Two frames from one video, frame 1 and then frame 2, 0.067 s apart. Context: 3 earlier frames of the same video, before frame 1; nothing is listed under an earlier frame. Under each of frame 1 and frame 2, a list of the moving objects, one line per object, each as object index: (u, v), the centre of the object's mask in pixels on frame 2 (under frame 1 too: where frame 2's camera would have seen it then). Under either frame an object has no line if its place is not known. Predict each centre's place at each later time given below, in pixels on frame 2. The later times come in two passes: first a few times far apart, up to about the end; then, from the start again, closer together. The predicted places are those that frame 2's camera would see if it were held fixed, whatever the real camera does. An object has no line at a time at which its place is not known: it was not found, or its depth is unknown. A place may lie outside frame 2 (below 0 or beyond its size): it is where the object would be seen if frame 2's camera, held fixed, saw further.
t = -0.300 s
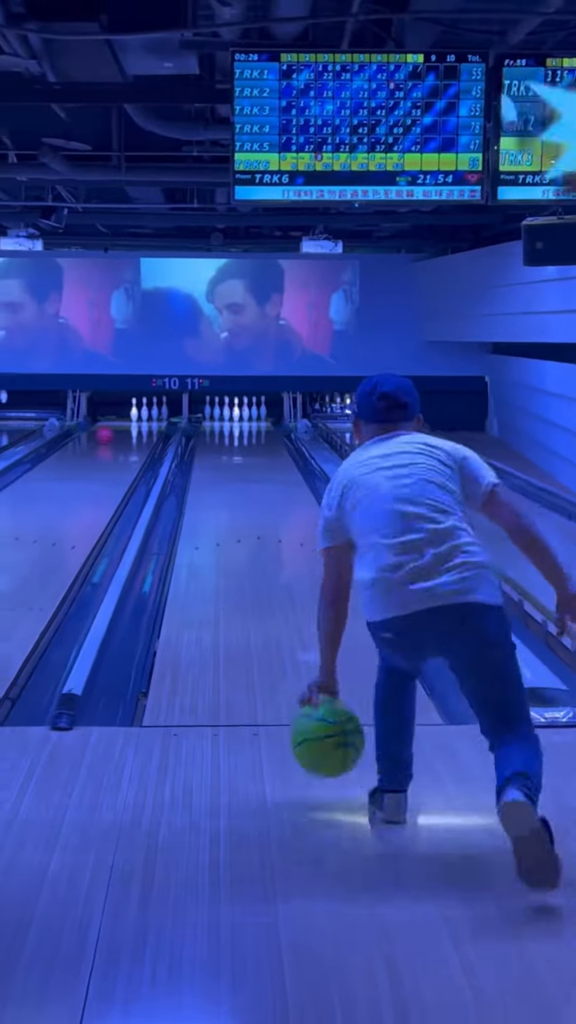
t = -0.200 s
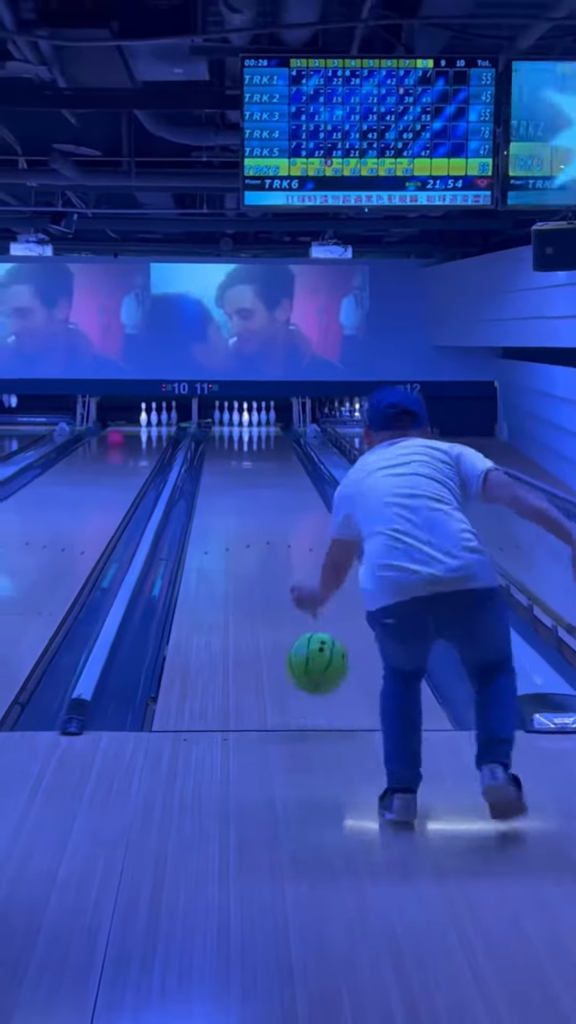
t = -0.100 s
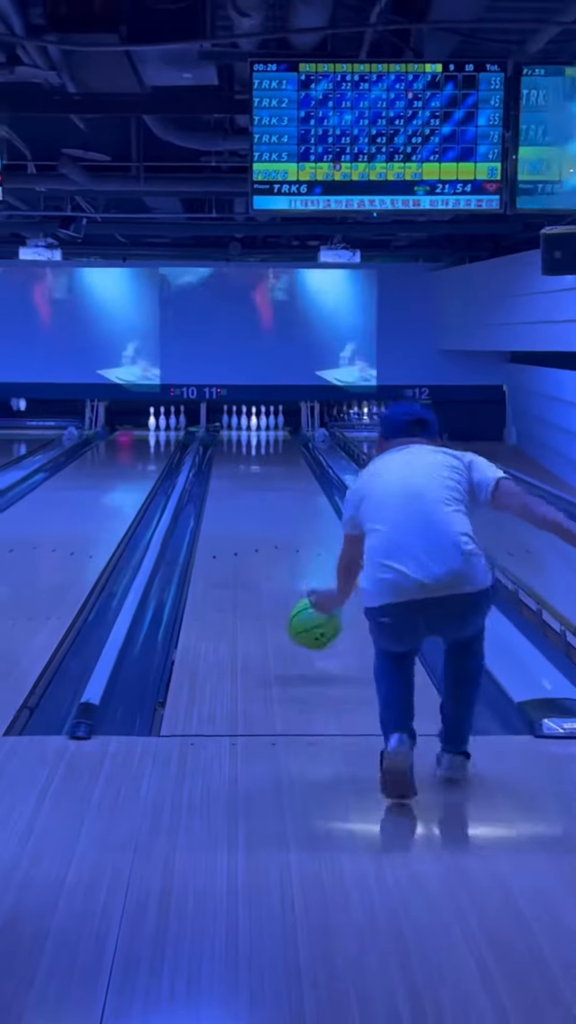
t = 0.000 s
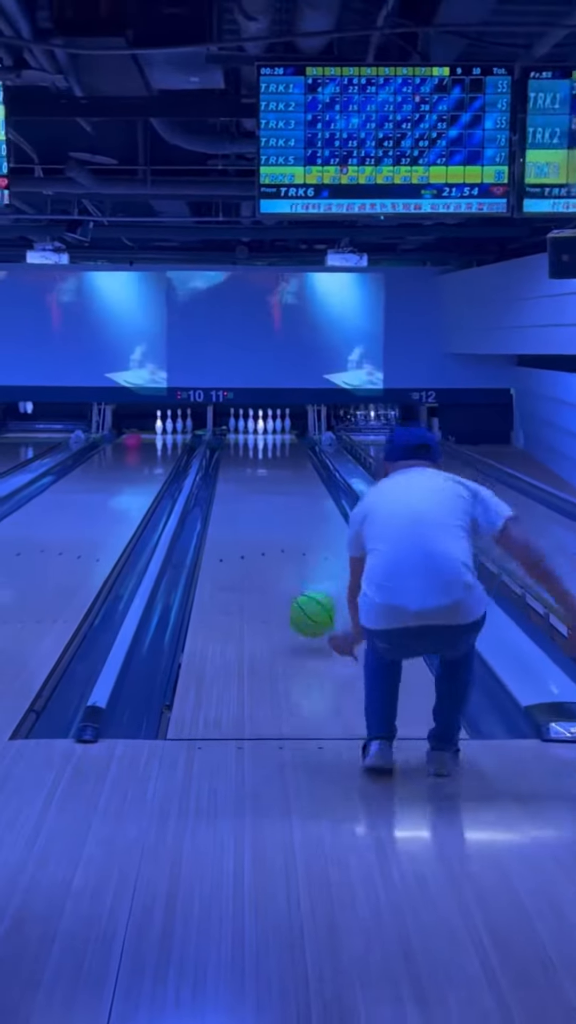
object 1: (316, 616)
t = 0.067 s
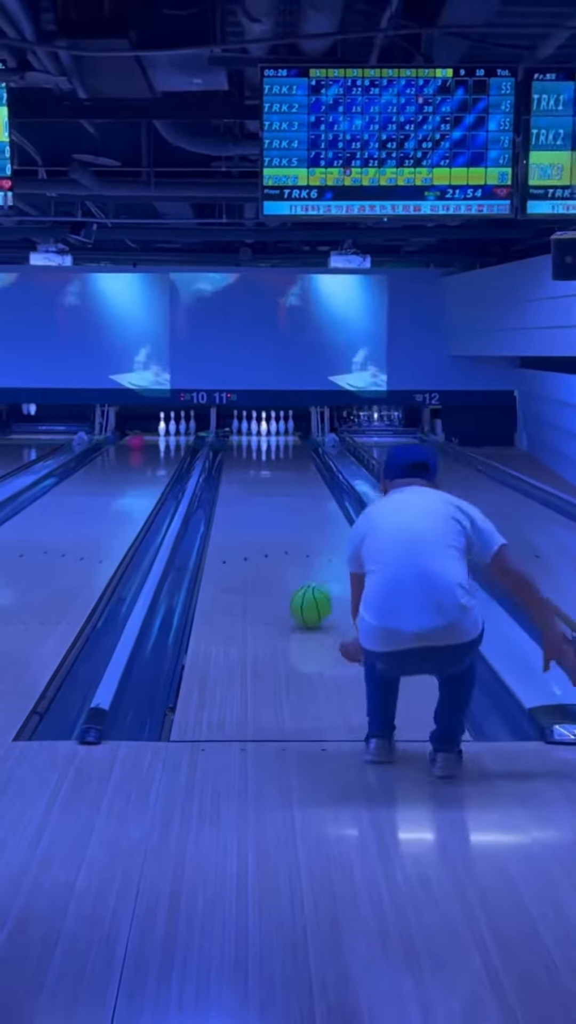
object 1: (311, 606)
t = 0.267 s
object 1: (301, 560)
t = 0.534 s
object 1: (293, 522)
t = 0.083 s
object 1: (310, 601)
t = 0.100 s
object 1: (309, 597)
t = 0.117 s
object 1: (308, 593)
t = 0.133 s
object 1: (307, 589)
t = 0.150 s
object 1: (306, 585)
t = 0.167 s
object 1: (306, 581)
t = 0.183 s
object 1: (305, 578)
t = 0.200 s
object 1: (304, 574)
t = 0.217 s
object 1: (303, 570)
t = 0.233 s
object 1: (302, 567)
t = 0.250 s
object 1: (301, 563)
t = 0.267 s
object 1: (301, 560)
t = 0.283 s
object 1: (300, 557)
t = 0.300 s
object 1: (299, 553)
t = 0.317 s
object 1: (299, 551)
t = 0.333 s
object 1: (298, 548)
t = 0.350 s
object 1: (297, 546)
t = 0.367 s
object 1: (297, 543)
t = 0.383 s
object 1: (296, 540)
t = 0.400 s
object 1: (296, 537)
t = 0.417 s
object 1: (295, 534)
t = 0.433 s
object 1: (295, 532)
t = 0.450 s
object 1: (294, 530)
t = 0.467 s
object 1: (294, 528)
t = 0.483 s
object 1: (294, 526)
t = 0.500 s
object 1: (294, 523)
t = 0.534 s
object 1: (293, 522)
